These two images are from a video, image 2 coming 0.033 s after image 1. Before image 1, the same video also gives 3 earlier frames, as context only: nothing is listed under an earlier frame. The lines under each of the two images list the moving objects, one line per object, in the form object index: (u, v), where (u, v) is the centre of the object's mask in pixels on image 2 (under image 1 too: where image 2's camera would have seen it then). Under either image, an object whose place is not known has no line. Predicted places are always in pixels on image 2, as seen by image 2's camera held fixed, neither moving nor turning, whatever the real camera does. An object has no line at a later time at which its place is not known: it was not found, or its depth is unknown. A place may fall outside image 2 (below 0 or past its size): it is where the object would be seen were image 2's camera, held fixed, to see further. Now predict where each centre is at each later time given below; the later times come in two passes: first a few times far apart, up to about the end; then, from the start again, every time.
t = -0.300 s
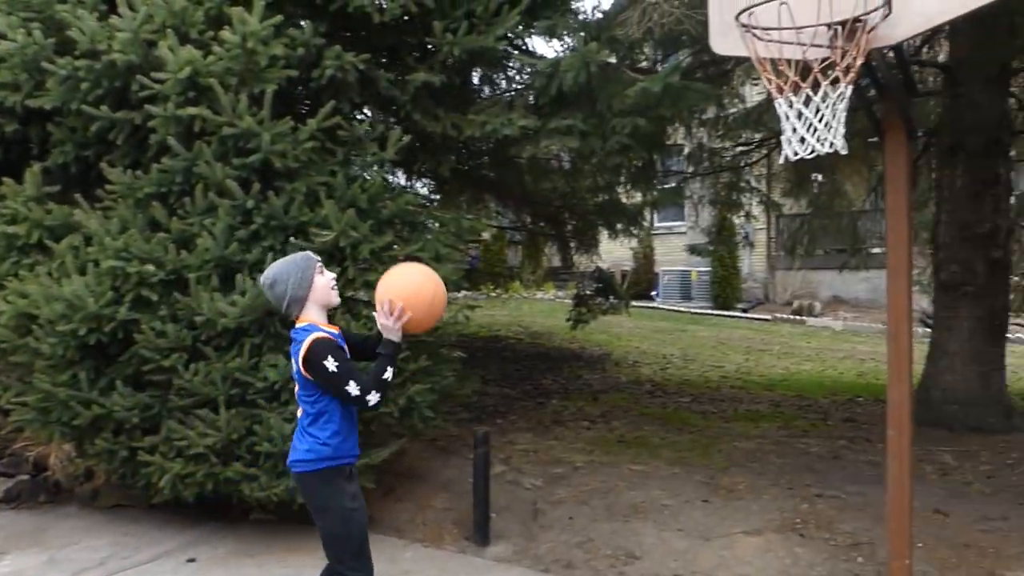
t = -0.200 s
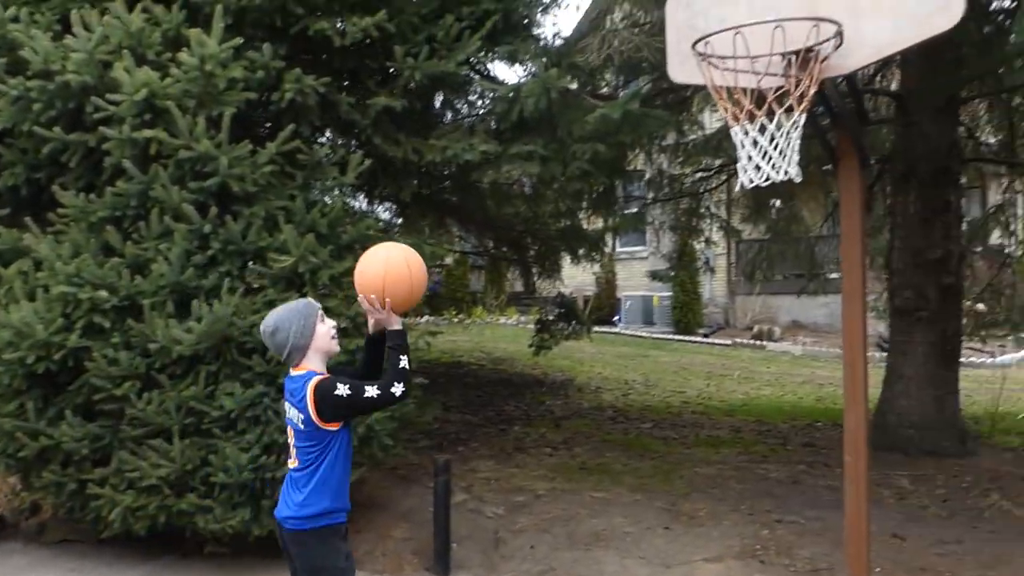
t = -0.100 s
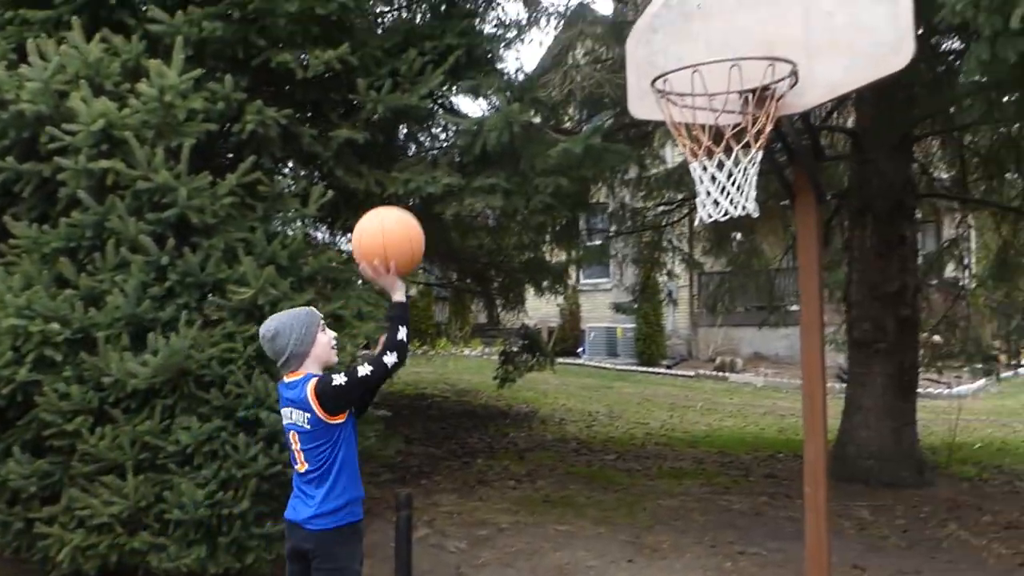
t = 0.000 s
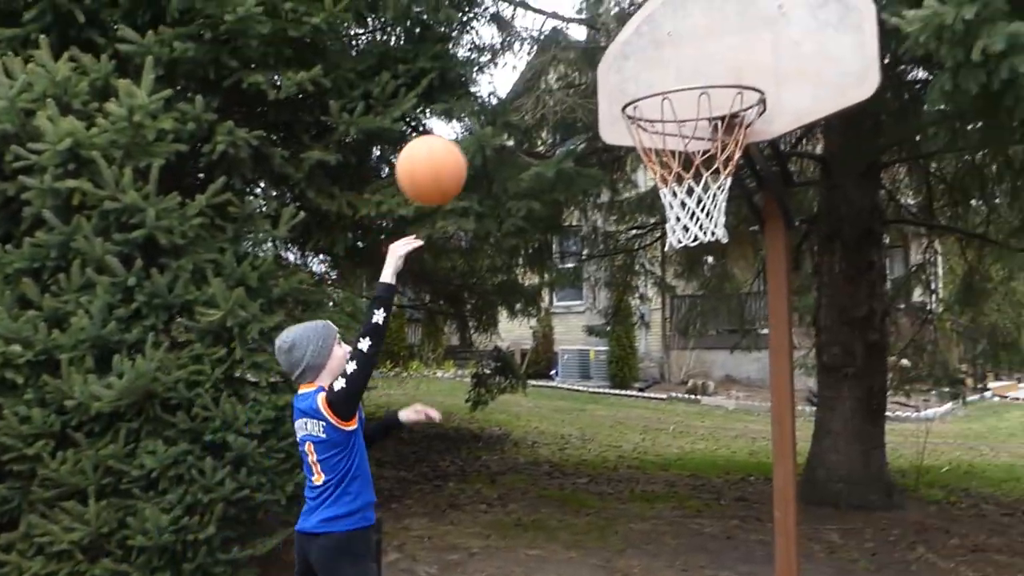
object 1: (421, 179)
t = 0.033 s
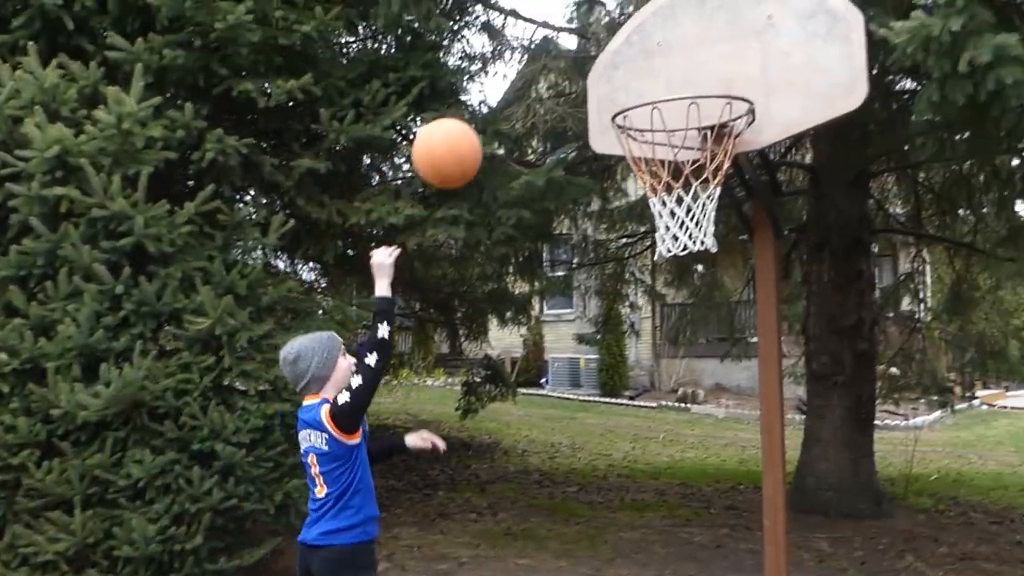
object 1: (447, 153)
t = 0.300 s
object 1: (632, 73)
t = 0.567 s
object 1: (703, 137)
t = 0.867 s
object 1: (671, 231)
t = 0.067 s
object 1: (472, 132)
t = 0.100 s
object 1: (497, 114)
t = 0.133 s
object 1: (521, 99)
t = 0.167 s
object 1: (544, 88)
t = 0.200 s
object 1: (566, 80)
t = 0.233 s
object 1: (588, 74)
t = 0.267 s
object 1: (610, 72)
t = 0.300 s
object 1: (632, 73)
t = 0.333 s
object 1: (653, 74)
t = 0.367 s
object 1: (669, 76)
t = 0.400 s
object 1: (673, 81)
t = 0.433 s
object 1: (679, 87)
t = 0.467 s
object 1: (685, 94)
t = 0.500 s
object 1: (690, 105)
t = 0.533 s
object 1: (695, 119)
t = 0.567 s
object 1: (703, 137)
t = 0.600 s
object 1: (708, 155)
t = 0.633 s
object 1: (709, 165)
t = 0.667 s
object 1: (705, 169)
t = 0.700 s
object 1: (700, 172)
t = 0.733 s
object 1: (694, 180)
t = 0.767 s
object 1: (688, 186)
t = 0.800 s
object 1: (683, 200)
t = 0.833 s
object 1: (677, 213)
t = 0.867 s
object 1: (671, 231)
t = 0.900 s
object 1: (666, 250)
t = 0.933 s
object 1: (661, 272)
